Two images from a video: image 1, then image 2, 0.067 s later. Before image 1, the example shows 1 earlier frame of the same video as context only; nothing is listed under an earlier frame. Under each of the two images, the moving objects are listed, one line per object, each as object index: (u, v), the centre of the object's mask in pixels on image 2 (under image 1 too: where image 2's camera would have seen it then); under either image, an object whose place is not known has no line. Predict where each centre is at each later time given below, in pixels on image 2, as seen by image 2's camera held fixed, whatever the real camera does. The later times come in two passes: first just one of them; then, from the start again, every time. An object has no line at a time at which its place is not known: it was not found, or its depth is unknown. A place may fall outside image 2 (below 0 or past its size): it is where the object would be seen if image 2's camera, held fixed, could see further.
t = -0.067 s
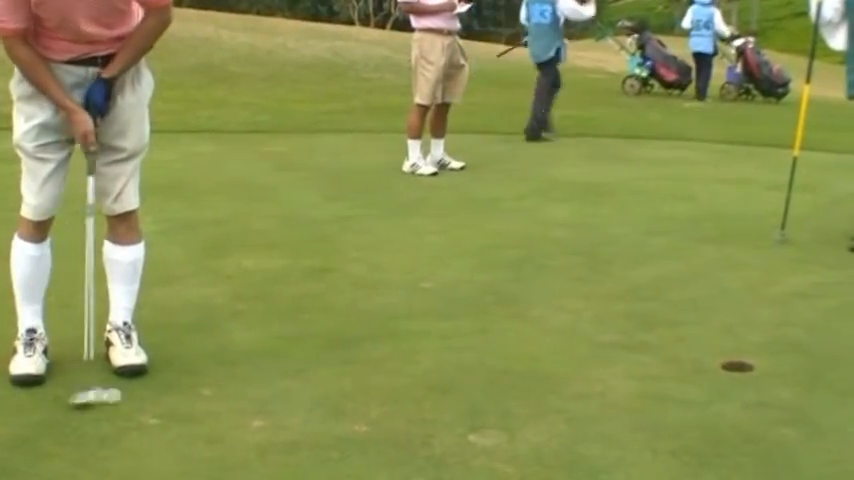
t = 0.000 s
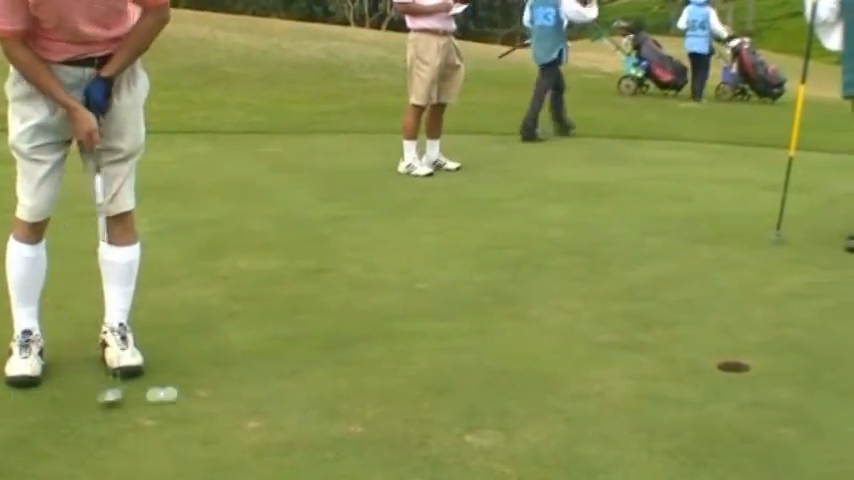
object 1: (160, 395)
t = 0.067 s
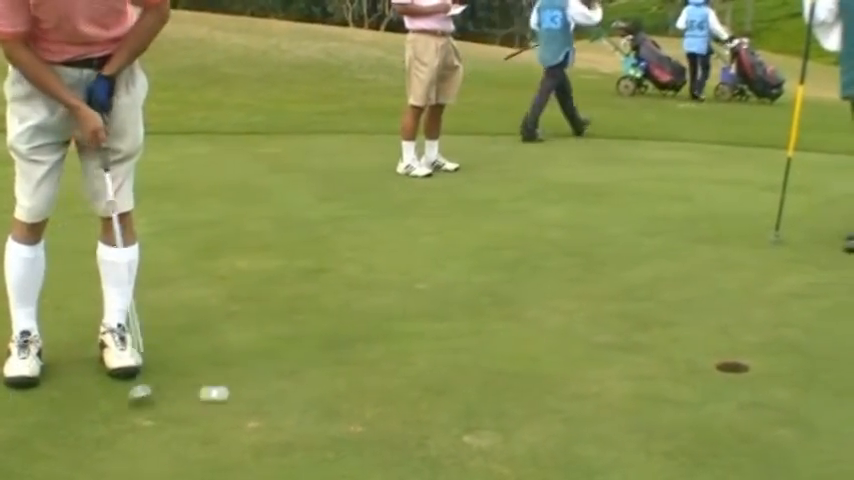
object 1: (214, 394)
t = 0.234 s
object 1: (325, 388)
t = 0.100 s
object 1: (238, 391)
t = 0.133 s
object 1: (261, 391)
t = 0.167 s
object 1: (283, 390)
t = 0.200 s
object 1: (304, 389)
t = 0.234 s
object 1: (325, 388)
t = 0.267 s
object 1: (346, 387)
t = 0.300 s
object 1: (365, 386)
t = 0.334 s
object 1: (385, 385)
